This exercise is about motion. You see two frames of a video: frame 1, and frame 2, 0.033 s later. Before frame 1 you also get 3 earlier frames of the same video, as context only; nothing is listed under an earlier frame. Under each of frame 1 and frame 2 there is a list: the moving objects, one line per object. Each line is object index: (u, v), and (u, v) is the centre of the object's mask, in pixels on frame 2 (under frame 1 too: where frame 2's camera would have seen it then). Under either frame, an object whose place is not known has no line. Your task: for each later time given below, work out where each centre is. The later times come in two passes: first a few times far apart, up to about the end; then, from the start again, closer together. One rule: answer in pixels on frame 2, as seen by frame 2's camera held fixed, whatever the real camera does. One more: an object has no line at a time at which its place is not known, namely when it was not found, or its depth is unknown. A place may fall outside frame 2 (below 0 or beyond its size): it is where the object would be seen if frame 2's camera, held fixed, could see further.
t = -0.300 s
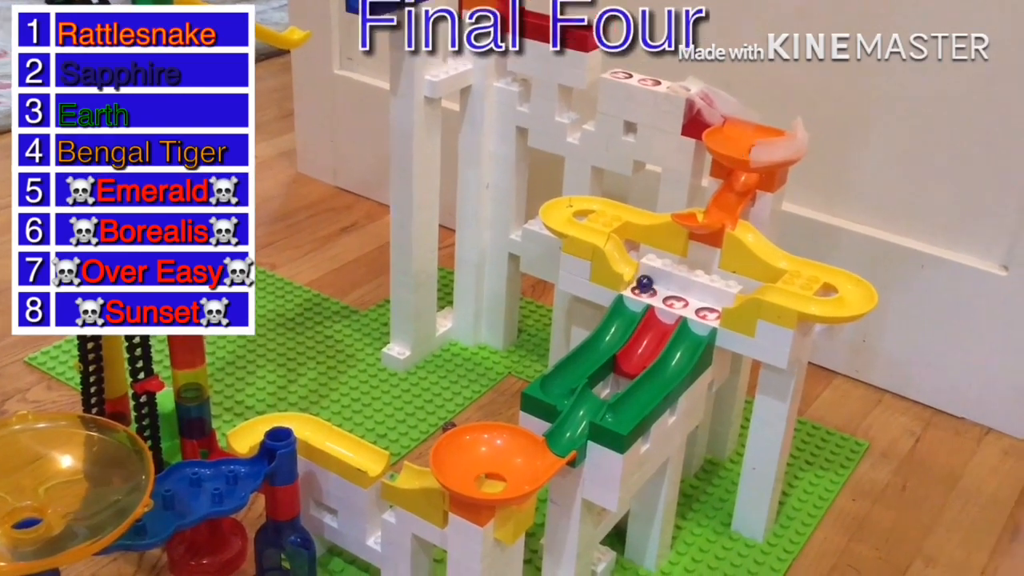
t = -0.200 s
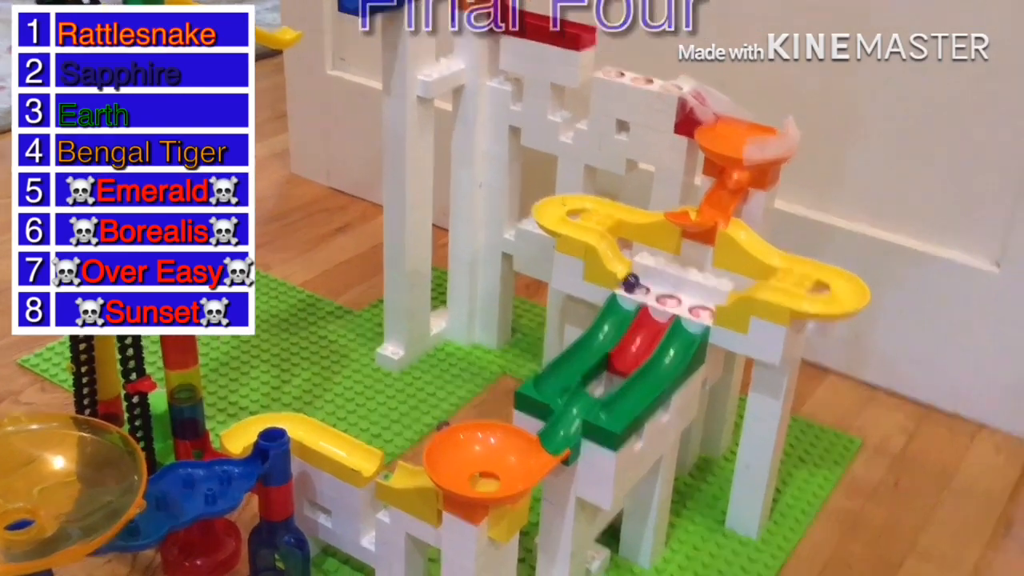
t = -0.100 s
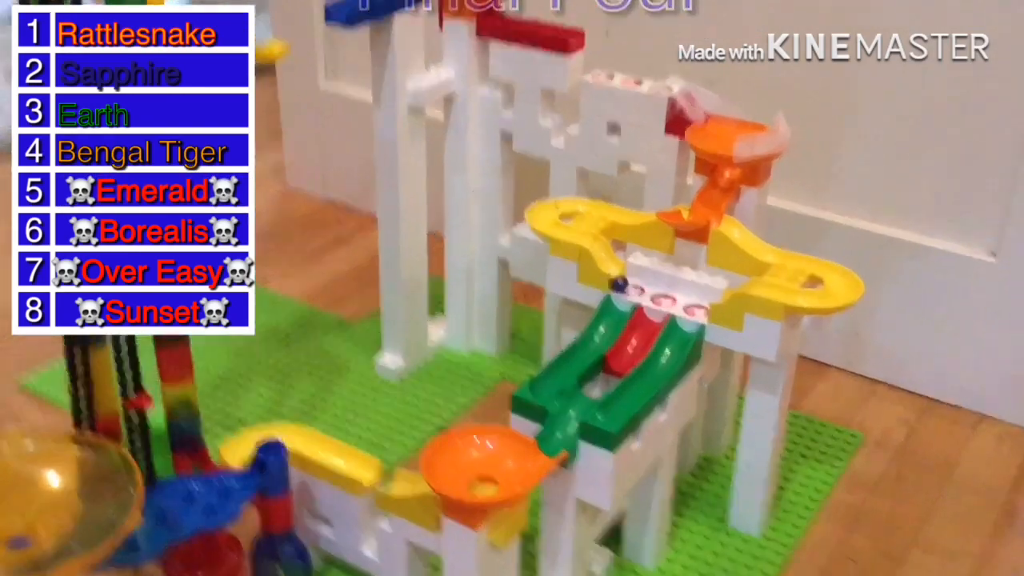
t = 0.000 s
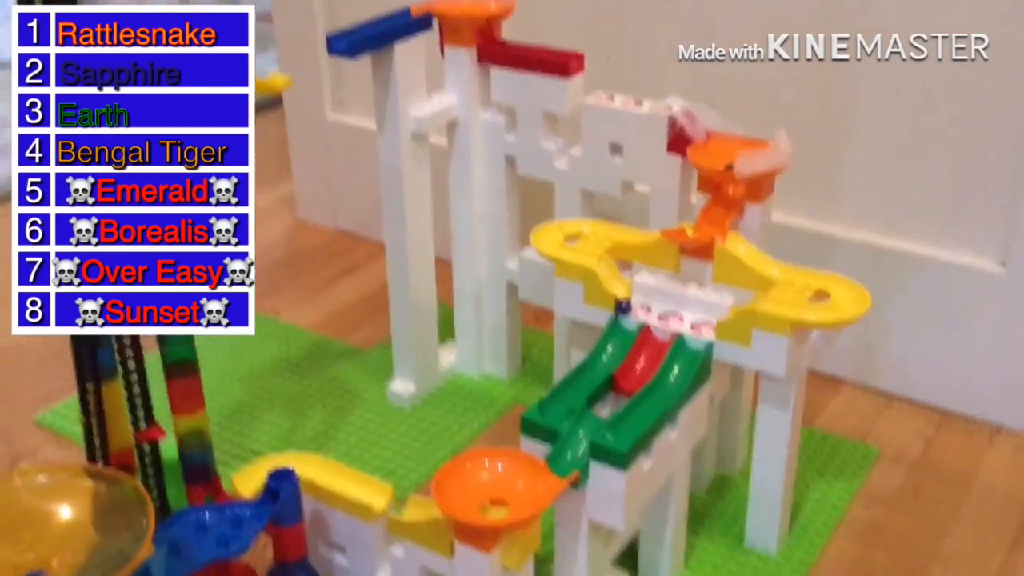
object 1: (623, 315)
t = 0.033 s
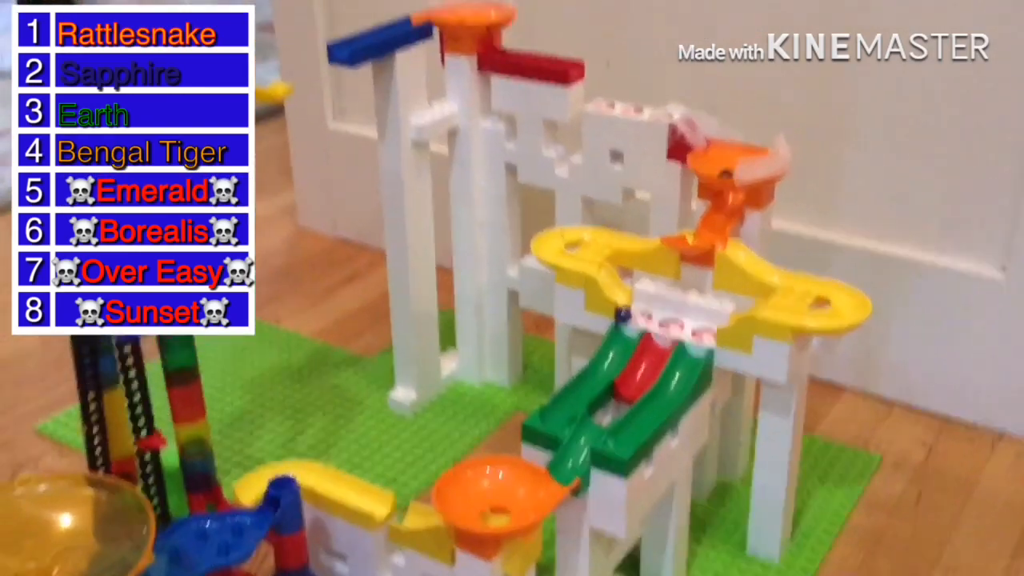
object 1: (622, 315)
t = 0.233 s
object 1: (616, 358)
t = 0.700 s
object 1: (551, 489)
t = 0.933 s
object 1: (453, 509)
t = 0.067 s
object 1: (621, 317)
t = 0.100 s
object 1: (620, 321)
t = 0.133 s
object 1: (621, 332)
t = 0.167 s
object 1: (625, 339)
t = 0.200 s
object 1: (623, 345)
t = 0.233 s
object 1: (616, 358)
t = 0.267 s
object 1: (601, 374)
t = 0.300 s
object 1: (591, 383)
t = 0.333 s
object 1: (585, 392)
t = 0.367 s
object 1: (576, 402)
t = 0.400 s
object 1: (564, 411)
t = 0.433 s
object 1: (551, 416)
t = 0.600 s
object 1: (579, 460)
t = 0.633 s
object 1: (564, 473)
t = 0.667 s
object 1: (555, 478)
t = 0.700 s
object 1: (551, 489)
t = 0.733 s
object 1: (545, 497)
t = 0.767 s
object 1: (536, 506)
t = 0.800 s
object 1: (522, 515)
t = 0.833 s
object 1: (503, 520)
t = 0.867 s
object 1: (484, 520)
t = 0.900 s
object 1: (466, 516)
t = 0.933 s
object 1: (453, 509)
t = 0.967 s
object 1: (447, 501)
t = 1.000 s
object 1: (449, 495)
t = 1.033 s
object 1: (460, 491)
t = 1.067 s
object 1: (474, 489)
